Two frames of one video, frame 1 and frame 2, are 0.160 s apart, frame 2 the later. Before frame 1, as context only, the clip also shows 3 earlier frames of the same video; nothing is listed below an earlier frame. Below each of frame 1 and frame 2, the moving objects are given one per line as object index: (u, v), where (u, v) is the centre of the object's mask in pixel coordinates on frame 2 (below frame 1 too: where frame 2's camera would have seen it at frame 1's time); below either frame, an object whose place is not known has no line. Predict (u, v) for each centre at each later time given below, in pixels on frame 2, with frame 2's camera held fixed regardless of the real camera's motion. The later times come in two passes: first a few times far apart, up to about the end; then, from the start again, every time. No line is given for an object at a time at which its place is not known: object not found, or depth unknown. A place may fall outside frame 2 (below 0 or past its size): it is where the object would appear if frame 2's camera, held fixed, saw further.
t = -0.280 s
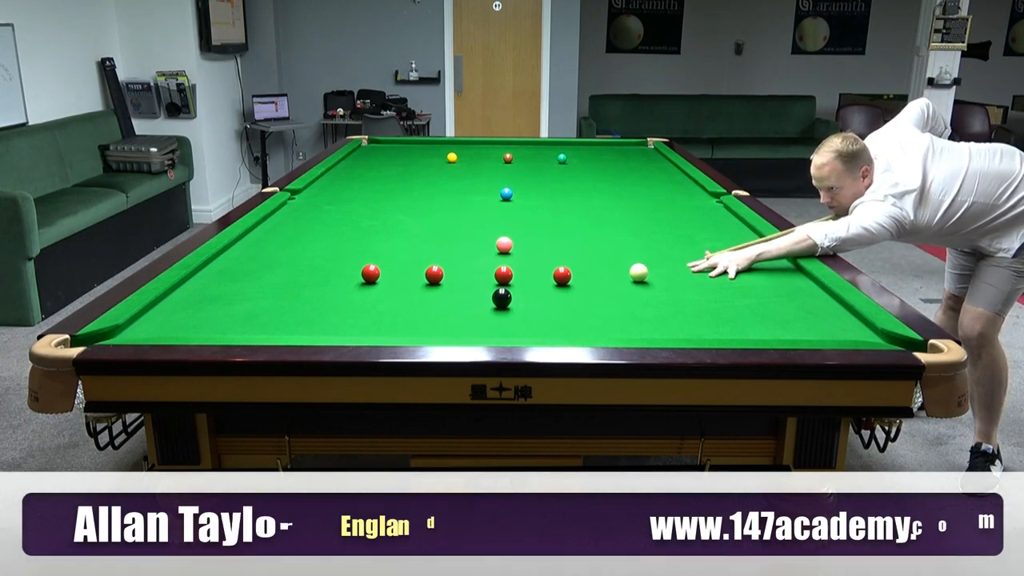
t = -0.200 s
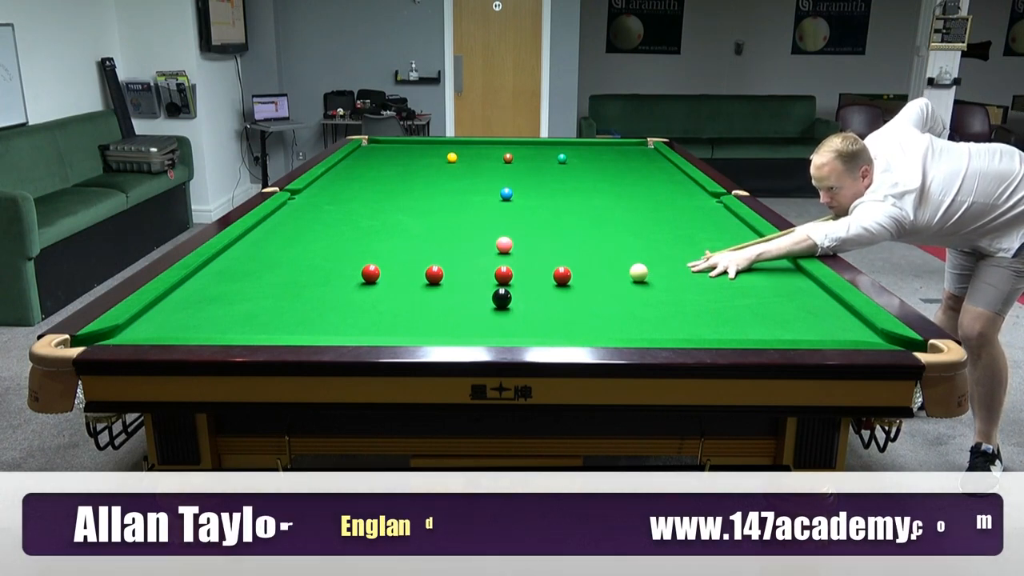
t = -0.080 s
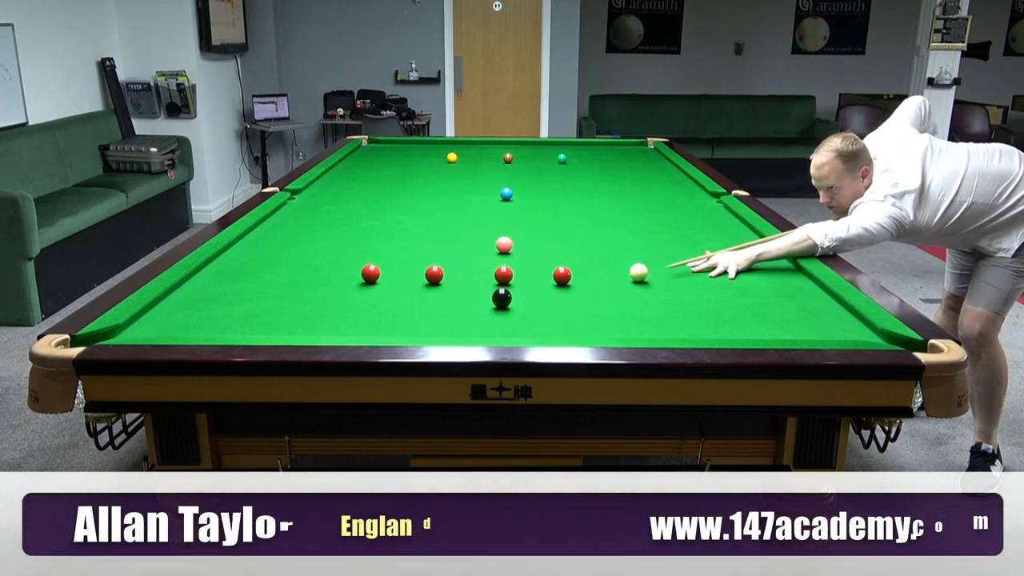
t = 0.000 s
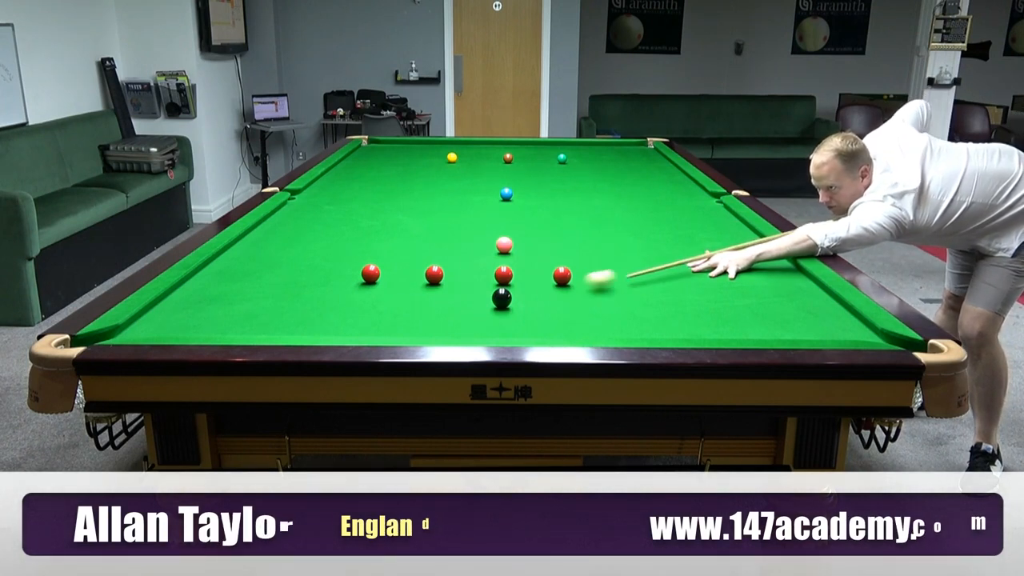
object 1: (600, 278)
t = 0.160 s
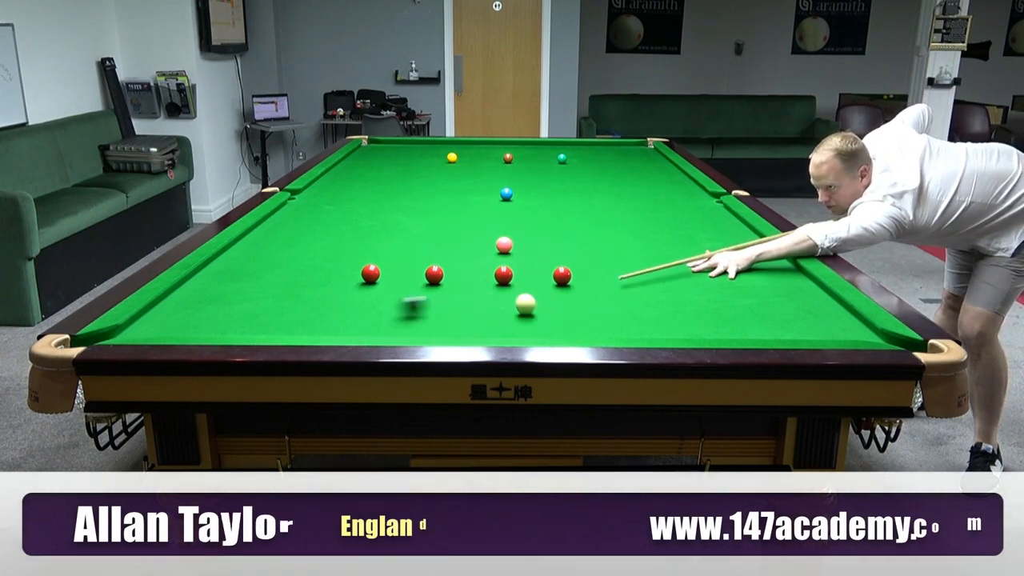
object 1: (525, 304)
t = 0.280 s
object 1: (532, 314)
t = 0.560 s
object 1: (549, 332)
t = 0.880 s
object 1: (573, 321)
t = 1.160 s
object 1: (591, 308)
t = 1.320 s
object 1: (600, 302)
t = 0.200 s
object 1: (527, 307)
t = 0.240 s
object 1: (530, 310)
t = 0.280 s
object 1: (532, 314)
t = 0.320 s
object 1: (534, 317)
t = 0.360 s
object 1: (536, 320)
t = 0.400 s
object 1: (539, 324)
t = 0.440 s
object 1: (541, 326)
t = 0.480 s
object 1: (544, 328)
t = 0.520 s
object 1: (546, 331)
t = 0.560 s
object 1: (549, 332)
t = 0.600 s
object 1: (552, 331)
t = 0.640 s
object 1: (555, 330)
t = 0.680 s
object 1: (558, 328)
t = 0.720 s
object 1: (562, 327)
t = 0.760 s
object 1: (564, 326)
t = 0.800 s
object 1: (567, 324)
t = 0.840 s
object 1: (570, 322)
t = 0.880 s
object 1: (573, 321)
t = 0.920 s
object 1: (575, 319)
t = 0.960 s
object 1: (578, 317)
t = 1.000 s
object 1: (581, 315)
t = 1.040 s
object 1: (584, 313)
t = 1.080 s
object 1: (586, 312)
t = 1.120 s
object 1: (588, 310)
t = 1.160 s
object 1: (591, 308)
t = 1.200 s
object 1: (593, 307)
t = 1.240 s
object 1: (595, 305)
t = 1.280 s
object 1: (598, 304)
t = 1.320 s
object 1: (600, 302)
